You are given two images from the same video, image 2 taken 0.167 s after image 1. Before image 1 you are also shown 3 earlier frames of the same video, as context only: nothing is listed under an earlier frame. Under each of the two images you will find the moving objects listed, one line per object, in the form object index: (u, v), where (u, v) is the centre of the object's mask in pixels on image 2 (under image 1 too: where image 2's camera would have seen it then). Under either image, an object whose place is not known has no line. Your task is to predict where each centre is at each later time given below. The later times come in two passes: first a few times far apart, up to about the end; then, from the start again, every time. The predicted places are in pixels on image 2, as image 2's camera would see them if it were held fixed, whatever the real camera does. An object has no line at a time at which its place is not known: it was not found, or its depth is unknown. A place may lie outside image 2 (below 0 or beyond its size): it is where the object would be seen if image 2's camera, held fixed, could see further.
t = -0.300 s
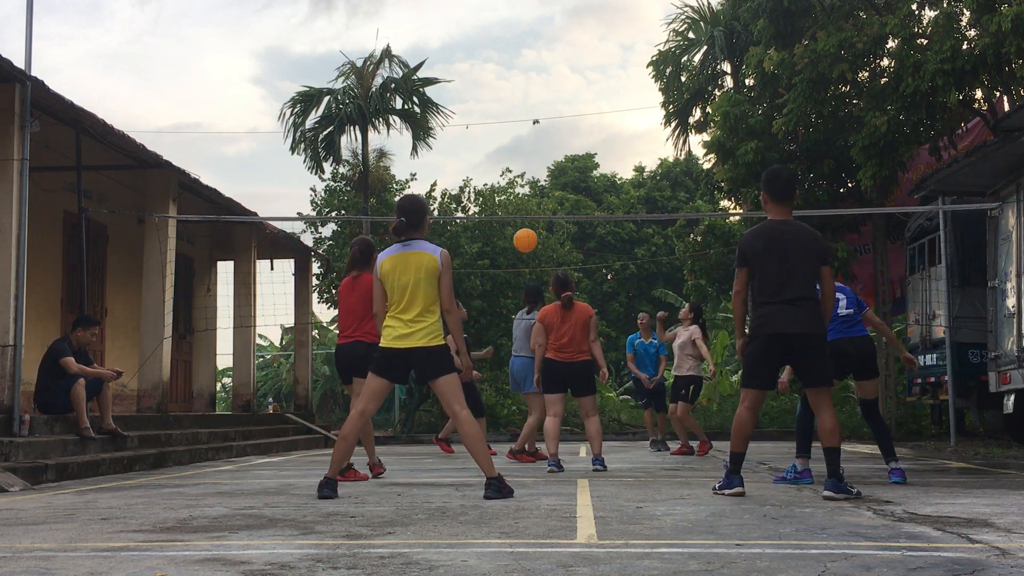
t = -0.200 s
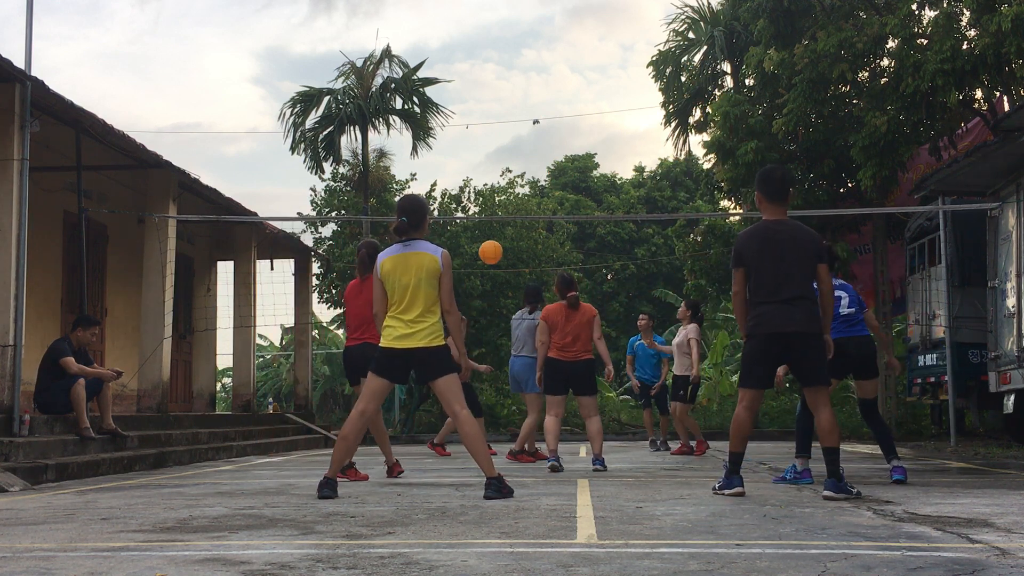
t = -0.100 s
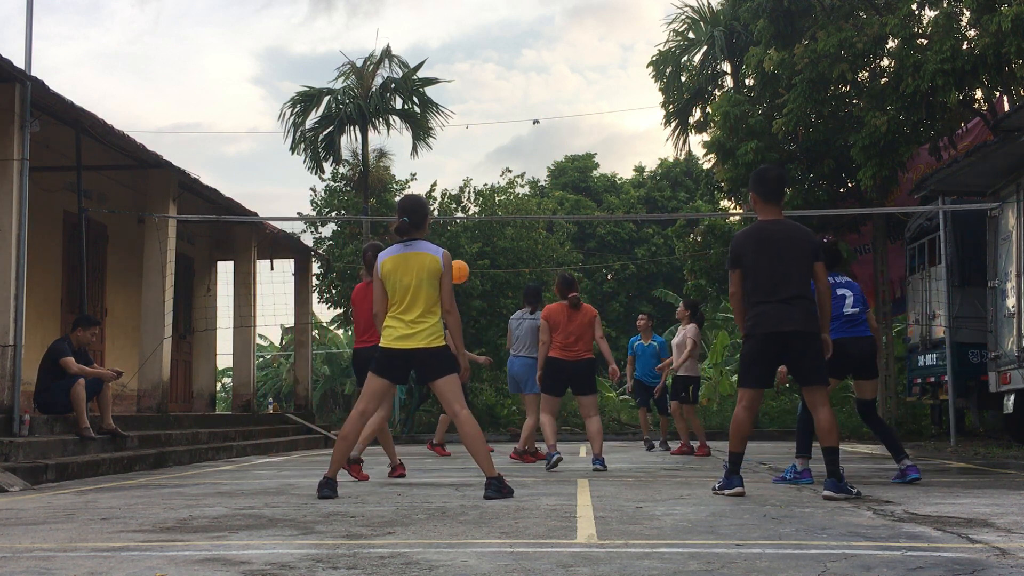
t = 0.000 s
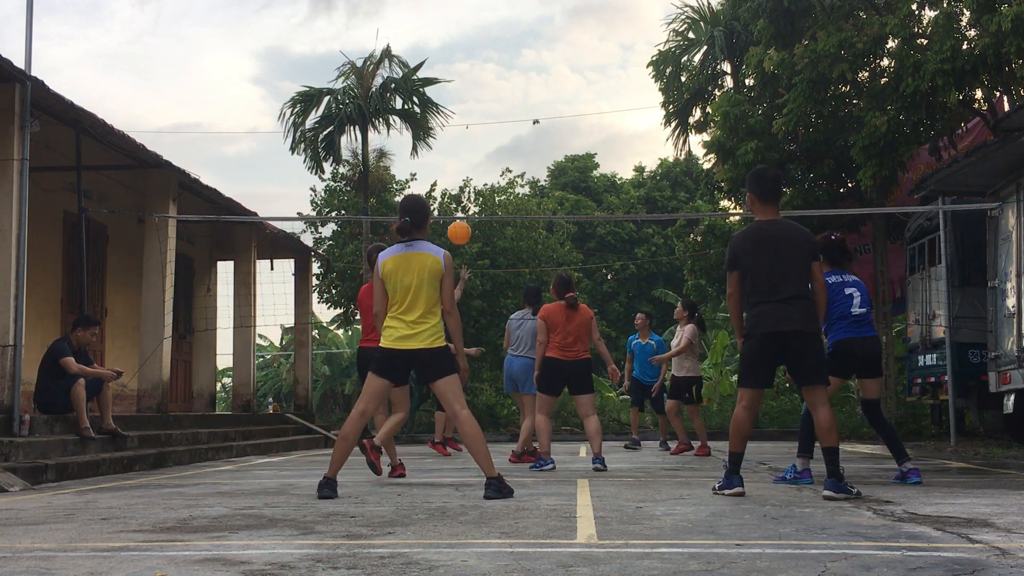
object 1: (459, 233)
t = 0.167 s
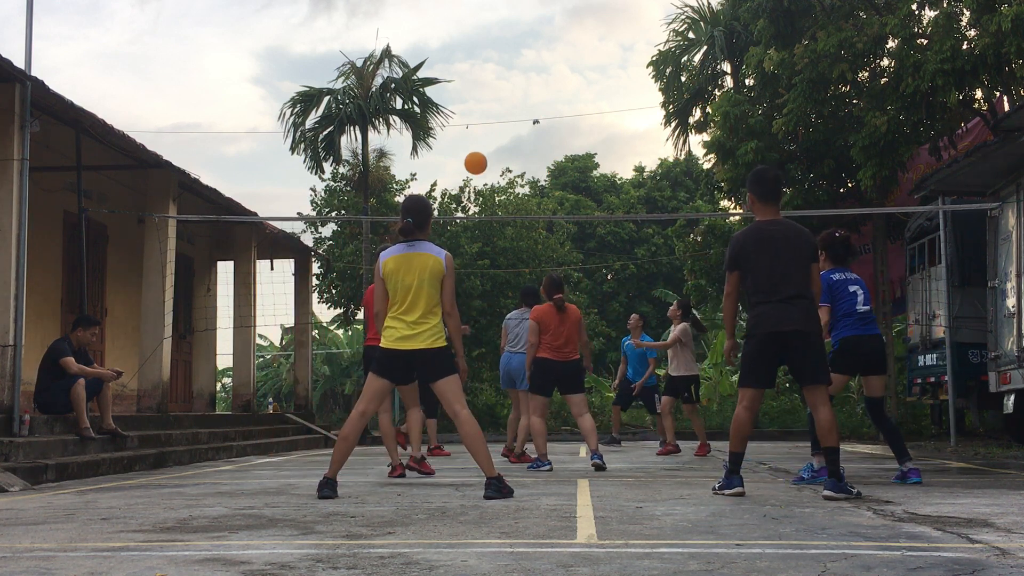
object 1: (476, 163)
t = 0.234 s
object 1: (482, 143)
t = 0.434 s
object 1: (502, 108)
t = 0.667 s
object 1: (524, 111)
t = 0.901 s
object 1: (546, 160)
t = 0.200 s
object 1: (479, 152)
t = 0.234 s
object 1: (482, 143)
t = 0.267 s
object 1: (485, 135)
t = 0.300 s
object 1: (488, 128)
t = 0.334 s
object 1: (492, 121)
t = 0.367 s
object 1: (495, 116)
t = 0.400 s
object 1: (499, 111)
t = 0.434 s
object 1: (502, 108)
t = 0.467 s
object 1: (505, 105)
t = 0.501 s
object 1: (508, 104)
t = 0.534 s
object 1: (511, 103)
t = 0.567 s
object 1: (514, 104)
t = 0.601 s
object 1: (517, 105)
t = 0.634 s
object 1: (520, 108)
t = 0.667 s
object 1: (524, 111)
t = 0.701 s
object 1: (527, 115)
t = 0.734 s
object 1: (530, 120)
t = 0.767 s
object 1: (534, 126)
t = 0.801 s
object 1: (536, 132)
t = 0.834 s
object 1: (539, 141)
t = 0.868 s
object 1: (542, 150)
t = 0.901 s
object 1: (546, 160)
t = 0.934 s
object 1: (549, 171)
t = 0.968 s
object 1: (553, 182)
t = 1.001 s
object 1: (556, 194)
